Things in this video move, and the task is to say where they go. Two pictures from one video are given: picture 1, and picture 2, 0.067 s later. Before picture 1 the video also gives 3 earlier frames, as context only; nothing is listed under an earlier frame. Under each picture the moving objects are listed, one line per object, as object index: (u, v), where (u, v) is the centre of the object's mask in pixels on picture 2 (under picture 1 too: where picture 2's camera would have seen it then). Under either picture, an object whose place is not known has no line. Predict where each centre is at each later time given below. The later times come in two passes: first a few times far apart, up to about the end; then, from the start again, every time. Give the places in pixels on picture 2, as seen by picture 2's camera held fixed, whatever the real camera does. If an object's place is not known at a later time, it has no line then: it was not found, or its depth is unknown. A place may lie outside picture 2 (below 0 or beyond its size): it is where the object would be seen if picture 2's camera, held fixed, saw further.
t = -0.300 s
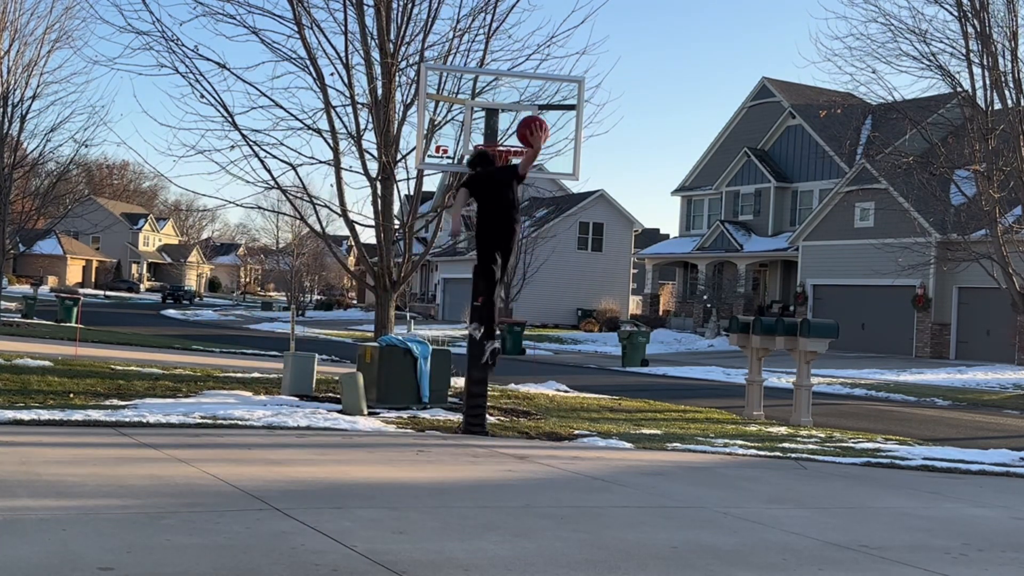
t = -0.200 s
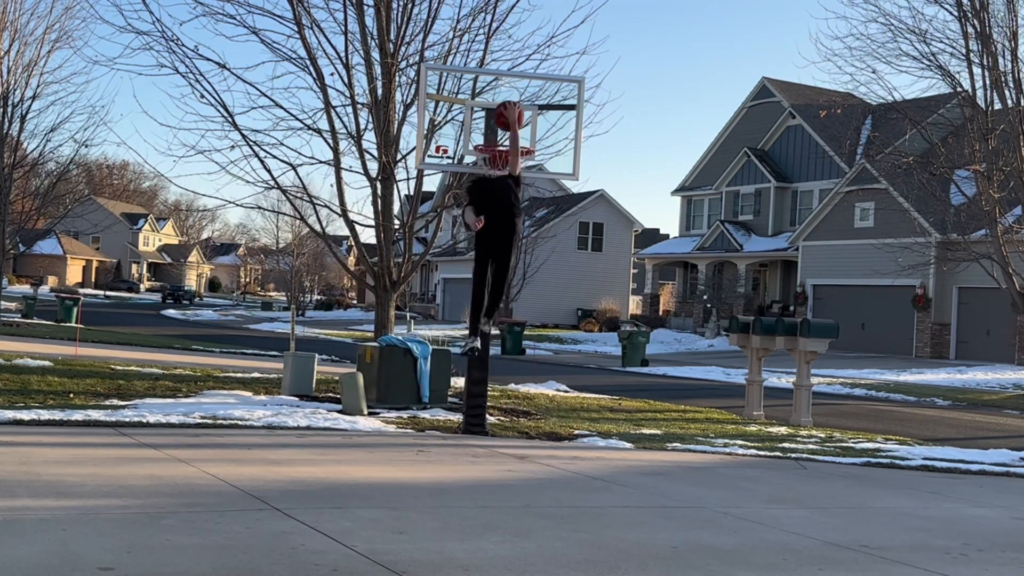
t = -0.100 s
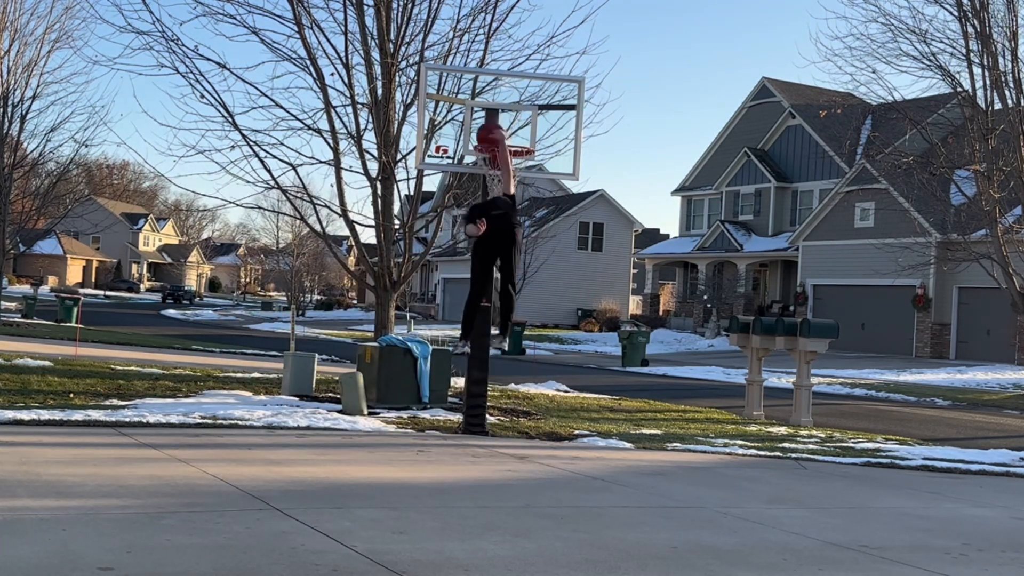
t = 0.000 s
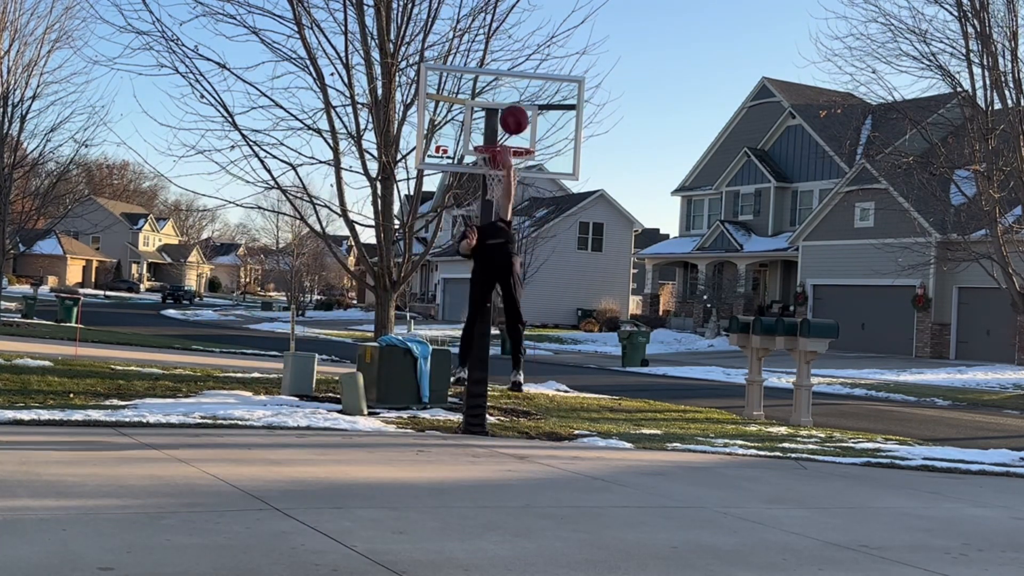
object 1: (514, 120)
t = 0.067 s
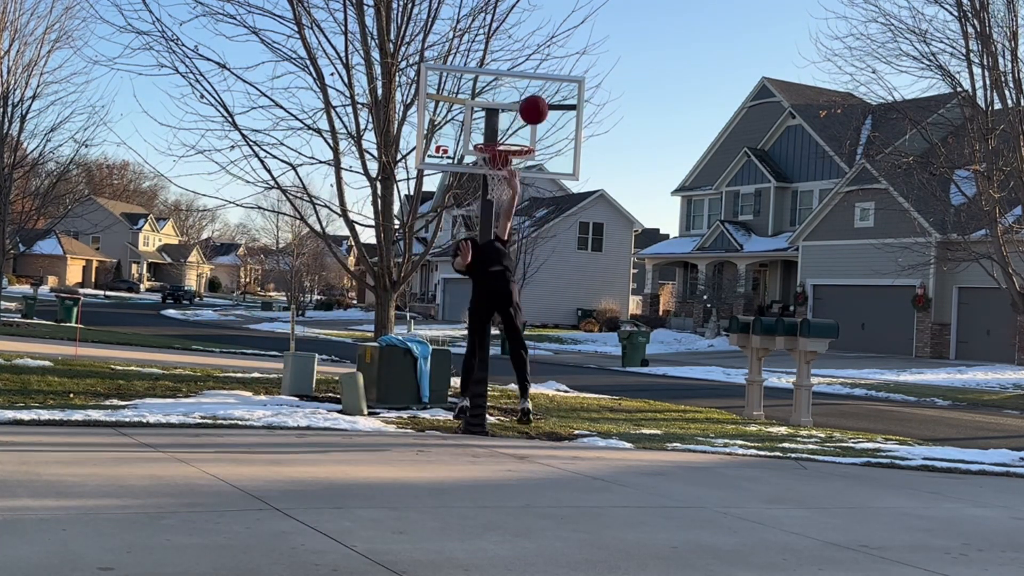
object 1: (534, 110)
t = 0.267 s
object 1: (591, 112)
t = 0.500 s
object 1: (653, 174)
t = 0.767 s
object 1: (718, 321)
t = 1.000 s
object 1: (767, 423)
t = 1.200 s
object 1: (807, 338)
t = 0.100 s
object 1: (543, 107)
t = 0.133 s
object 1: (553, 105)
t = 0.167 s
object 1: (562, 105)
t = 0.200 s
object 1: (572, 106)
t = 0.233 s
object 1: (582, 108)
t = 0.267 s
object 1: (591, 112)
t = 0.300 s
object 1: (600, 117)
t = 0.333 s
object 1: (609, 123)
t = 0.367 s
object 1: (618, 131)
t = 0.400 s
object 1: (627, 139)
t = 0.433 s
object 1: (635, 150)
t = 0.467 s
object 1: (644, 161)
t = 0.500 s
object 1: (653, 174)
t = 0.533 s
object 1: (661, 188)
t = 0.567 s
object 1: (669, 203)
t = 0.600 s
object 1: (678, 220)
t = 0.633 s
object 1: (686, 238)
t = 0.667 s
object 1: (694, 257)
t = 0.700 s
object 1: (702, 277)
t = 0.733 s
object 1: (710, 298)
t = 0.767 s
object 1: (718, 321)
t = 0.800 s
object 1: (724, 345)
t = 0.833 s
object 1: (731, 371)
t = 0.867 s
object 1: (739, 398)
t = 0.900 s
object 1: (746, 425)
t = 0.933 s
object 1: (753, 454)
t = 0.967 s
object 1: (760, 442)
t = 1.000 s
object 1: (767, 423)
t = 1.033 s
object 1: (774, 405)
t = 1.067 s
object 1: (780, 388)
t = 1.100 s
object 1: (787, 374)
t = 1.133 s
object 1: (794, 361)
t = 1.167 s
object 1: (800, 349)
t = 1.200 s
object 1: (807, 338)
